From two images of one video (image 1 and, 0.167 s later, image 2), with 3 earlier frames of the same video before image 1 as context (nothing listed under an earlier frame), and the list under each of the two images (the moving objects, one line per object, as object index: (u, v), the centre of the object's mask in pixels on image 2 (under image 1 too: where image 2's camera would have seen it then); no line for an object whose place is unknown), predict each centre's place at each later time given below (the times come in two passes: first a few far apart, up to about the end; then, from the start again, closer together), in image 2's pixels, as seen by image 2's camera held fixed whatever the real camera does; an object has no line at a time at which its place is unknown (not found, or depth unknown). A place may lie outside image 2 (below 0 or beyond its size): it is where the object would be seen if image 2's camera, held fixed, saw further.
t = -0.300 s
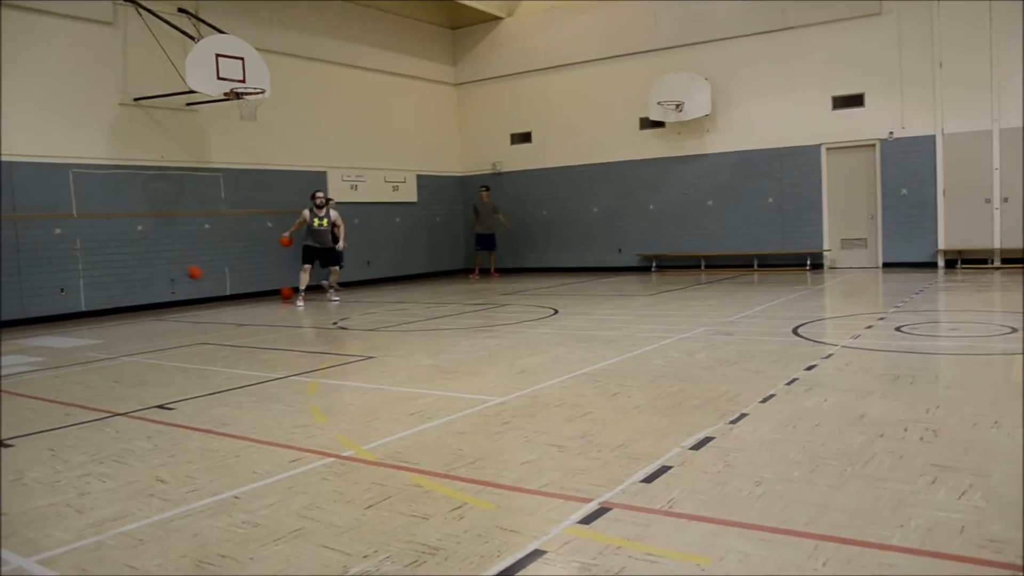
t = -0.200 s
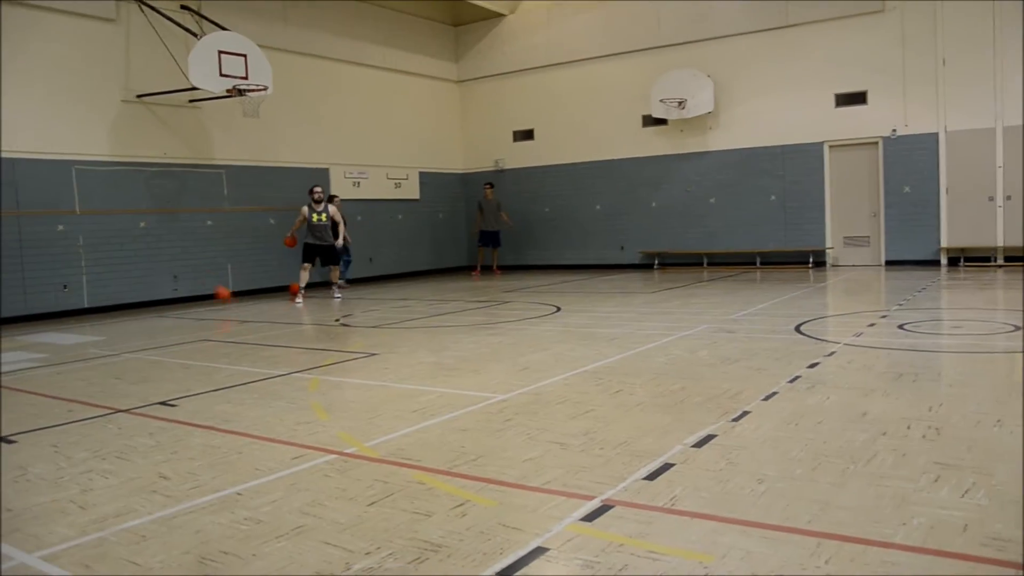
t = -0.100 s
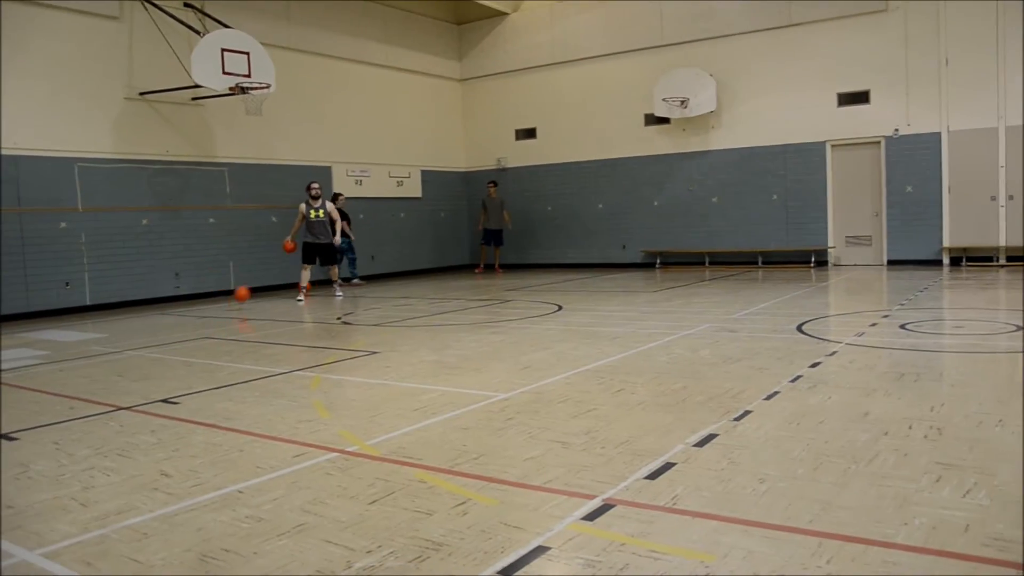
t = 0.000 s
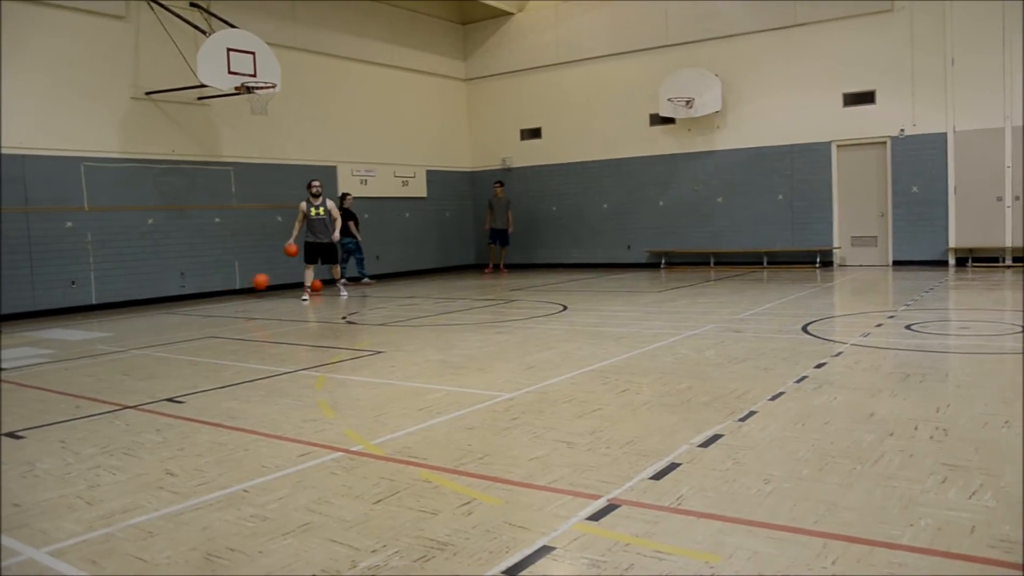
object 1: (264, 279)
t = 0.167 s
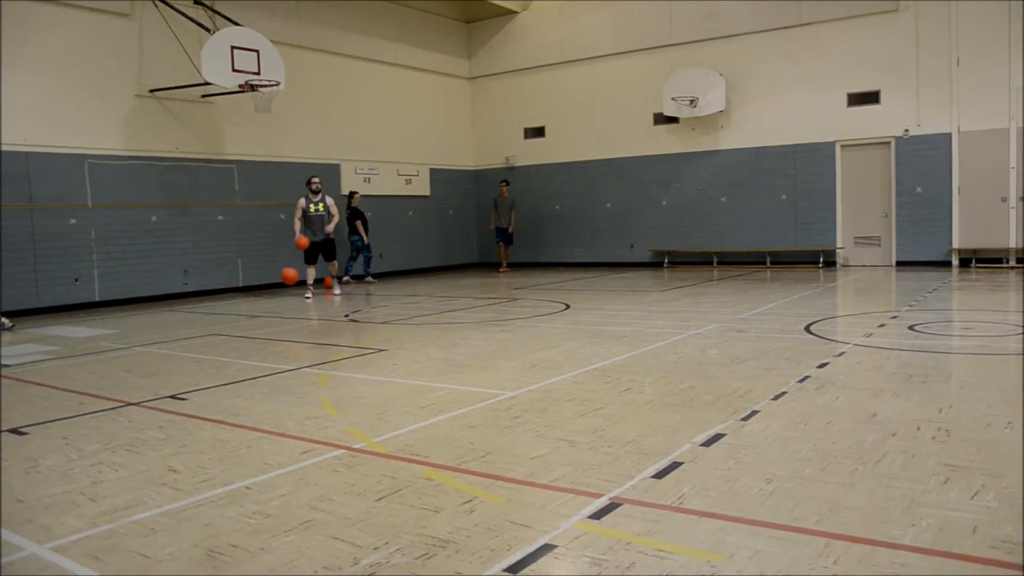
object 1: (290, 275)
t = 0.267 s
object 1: (307, 285)
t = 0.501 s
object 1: (350, 298)
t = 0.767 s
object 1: (405, 315)
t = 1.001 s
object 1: (461, 314)
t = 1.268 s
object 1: (537, 328)
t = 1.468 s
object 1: (604, 340)
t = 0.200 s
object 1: (296, 278)
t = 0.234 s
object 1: (300, 280)
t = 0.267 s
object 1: (307, 285)
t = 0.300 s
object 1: (313, 290)
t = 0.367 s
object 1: (326, 305)
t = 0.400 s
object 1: (333, 307)
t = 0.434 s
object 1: (339, 304)
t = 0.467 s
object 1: (344, 300)
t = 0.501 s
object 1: (350, 298)
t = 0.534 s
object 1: (356, 296)
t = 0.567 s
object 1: (363, 295)
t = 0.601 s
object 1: (369, 295)
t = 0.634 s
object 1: (376, 297)
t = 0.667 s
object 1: (383, 299)
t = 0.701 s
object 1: (390, 304)
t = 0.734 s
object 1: (398, 308)
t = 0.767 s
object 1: (405, 315)
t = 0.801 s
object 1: (414, 318)
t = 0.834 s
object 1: (421, 315)
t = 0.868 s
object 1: (429, 312)
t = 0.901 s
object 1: (436, 311)
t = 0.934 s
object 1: (445, 310)
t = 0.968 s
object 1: (453, 312)
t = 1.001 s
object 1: (461, 314)
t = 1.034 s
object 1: (471, 318)
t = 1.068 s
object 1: (479, 323)
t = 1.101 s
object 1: (489, 330)
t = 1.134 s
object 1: (498, 328)
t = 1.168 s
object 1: (507, 326)
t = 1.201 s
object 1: (517, 325)
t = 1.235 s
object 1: (527, 326)
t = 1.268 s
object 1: (537, 328)
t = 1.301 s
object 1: (547, 333)
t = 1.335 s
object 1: (558, 338)
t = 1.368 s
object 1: (570, 339)
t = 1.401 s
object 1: (581, 338)
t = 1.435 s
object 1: (593, 338)
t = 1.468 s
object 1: (604, 340)
